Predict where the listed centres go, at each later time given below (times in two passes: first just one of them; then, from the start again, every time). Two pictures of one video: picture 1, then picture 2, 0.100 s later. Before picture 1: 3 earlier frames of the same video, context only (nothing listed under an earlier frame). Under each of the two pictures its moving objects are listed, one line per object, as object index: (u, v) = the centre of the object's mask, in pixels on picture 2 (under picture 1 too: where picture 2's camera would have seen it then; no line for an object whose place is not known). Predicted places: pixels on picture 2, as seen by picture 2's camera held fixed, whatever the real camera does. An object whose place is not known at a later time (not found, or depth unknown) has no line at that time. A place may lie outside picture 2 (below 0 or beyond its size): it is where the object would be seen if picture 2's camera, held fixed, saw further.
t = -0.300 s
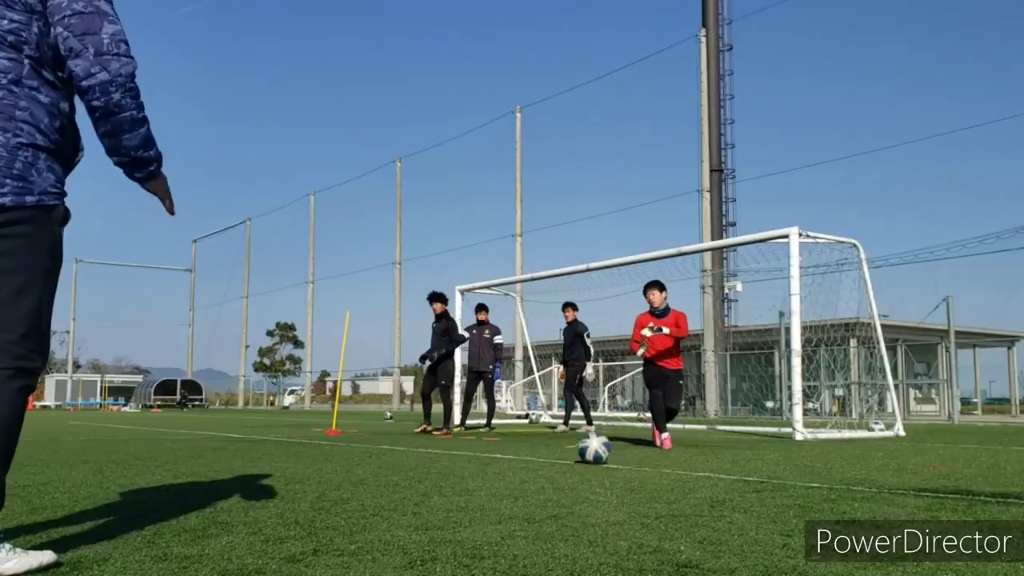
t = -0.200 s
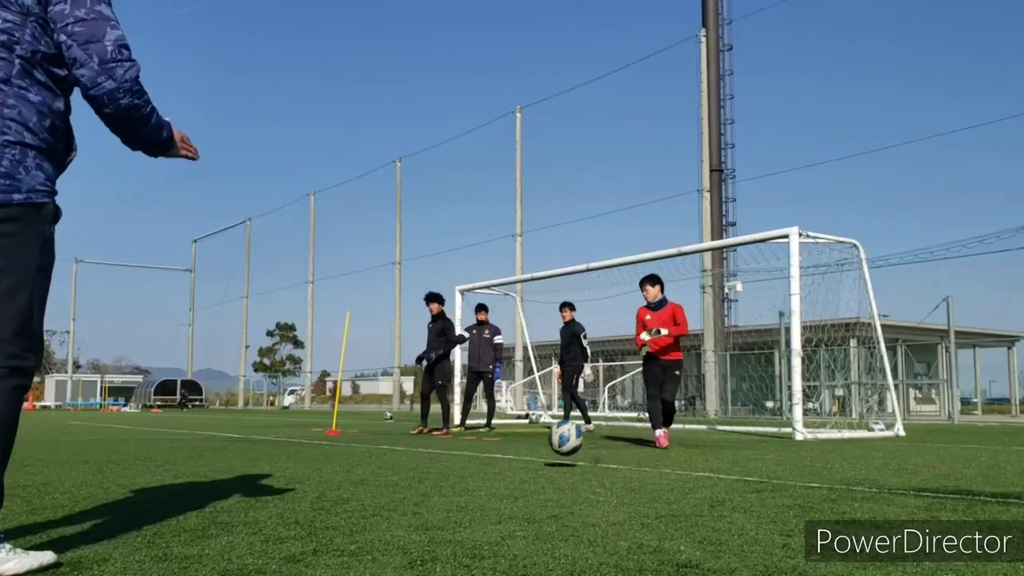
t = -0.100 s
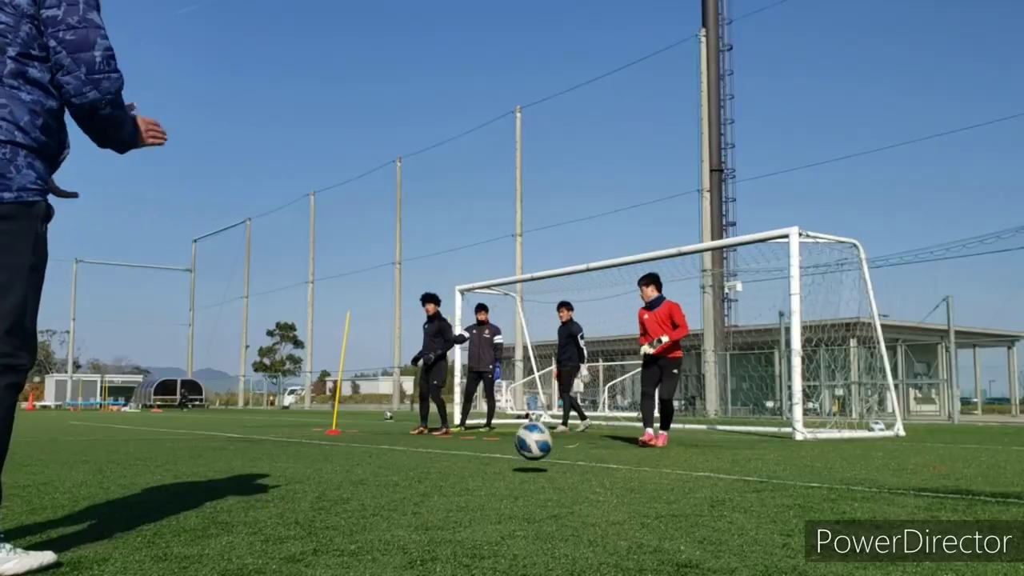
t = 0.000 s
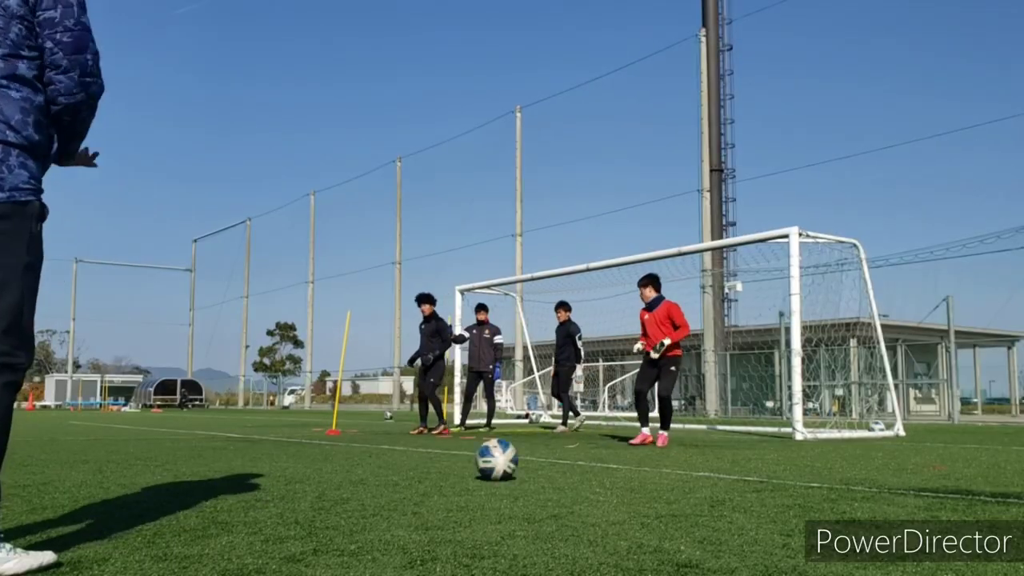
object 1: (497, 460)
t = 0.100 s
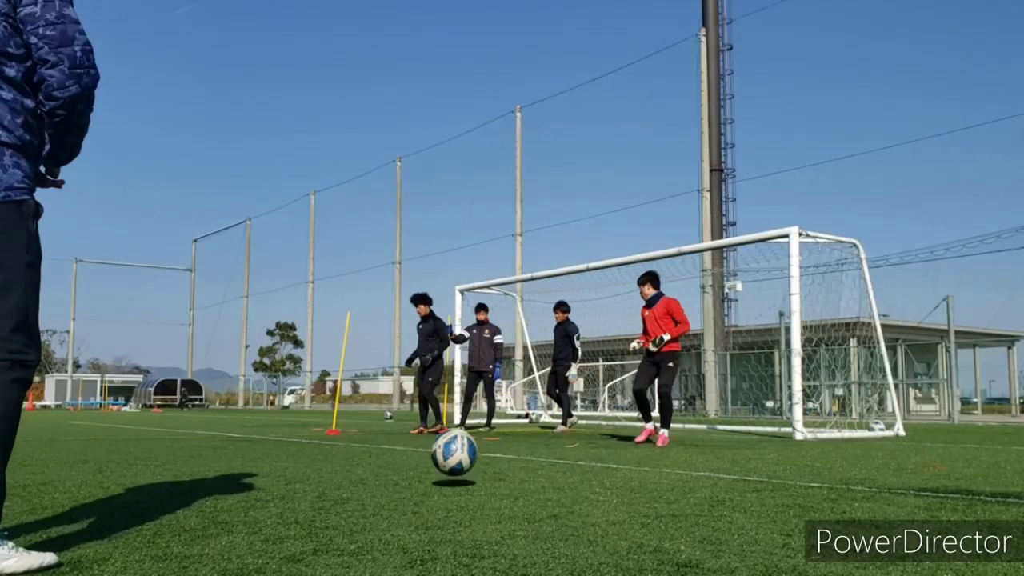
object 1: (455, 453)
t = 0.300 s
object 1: (340, 468)
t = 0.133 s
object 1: (439, 455)
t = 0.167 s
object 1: (421, 460)
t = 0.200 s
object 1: (403, 467)
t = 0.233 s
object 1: (383, 476)
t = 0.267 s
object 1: (363, 471)
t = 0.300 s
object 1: (340, 468)
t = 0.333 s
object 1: (315, 468)
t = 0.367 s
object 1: (288, 472)
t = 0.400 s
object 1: (259, 479)
